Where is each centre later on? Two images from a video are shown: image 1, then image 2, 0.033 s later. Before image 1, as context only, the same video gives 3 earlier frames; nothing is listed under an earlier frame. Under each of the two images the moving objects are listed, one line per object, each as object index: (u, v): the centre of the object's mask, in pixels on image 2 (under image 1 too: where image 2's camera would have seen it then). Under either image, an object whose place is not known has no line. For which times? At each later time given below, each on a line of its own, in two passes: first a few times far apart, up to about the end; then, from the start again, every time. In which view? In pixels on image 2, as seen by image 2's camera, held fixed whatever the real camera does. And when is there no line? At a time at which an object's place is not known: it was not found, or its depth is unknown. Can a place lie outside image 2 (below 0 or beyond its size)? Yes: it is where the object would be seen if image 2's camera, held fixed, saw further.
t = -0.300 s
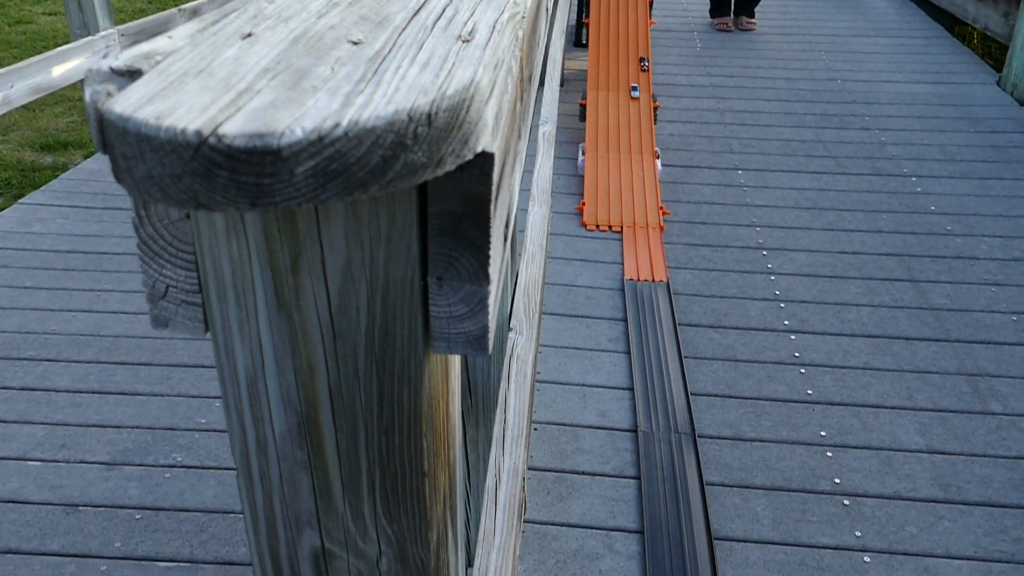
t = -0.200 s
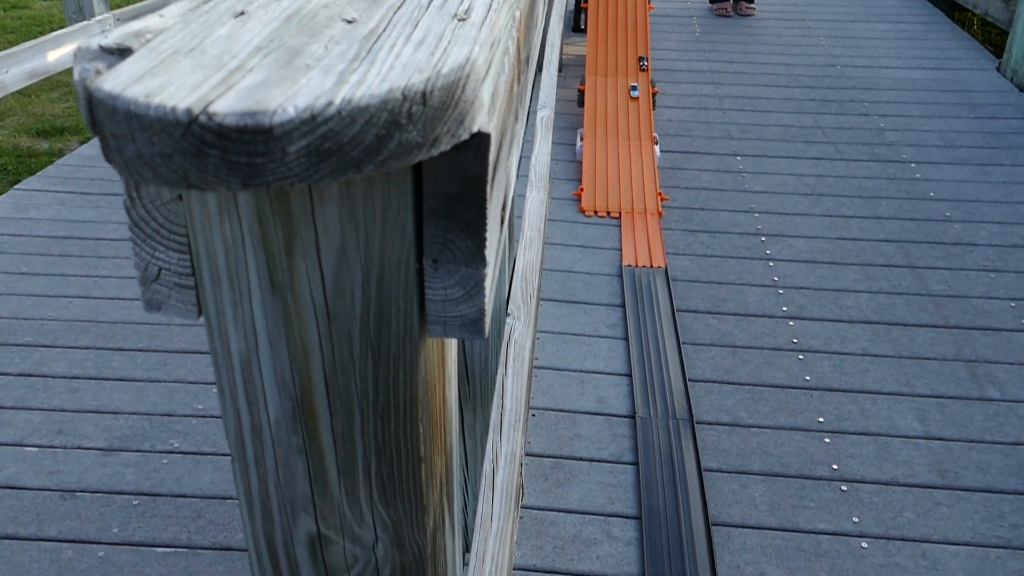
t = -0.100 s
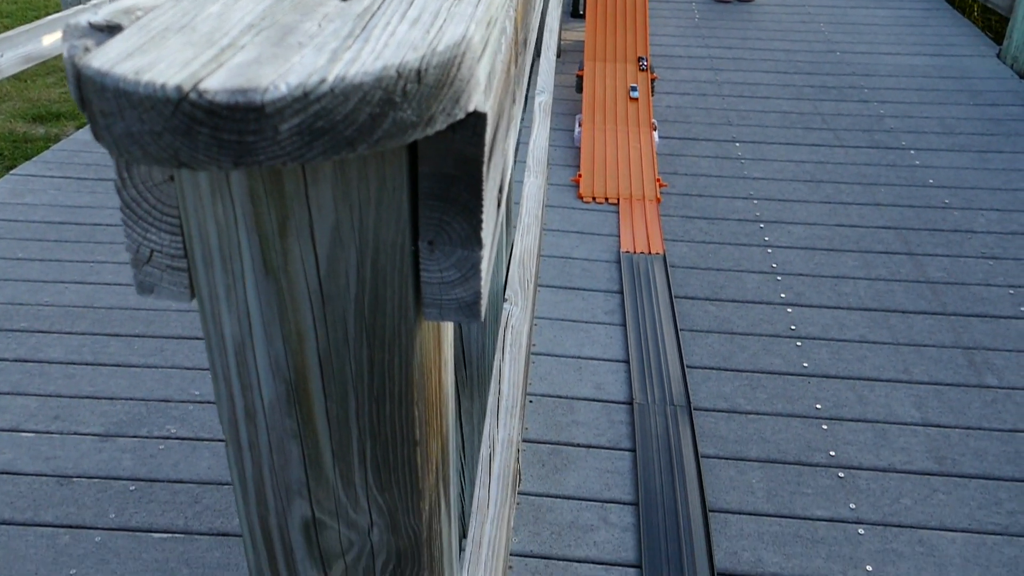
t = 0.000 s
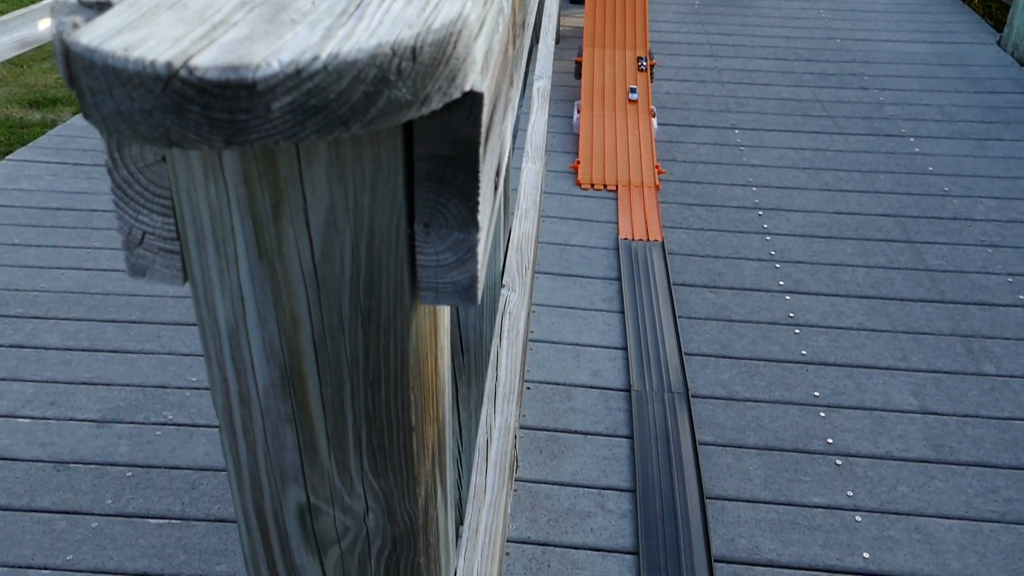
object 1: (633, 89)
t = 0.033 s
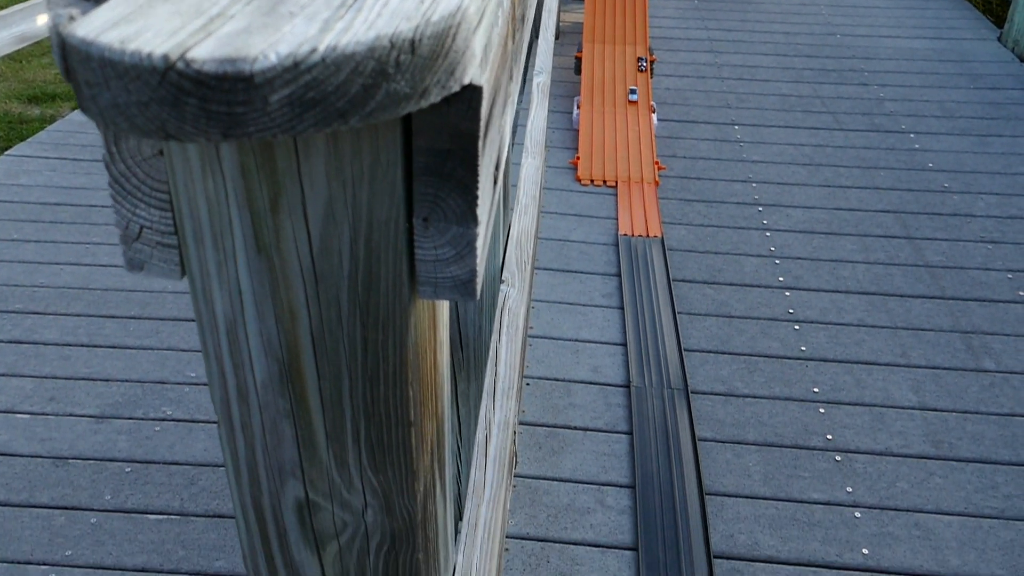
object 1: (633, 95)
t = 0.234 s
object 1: (633, 126)
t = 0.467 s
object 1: (636, 164)
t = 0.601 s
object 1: (637, 188)
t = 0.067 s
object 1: (633, 100)
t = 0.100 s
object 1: (633, 105)
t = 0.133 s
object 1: (633, 110)
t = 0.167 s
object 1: (632, 115)
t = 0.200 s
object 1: (633, 121)
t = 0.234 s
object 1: (633, 126)
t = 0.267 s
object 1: (633, 131)
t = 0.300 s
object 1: (634, 136)
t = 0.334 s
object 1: (634, 142)
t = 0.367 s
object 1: (634, 147)
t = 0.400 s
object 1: (635, 153)
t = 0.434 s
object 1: (635, 158)
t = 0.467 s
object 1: (636, 164)
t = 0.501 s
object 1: (636, 170)
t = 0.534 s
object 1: (637, 176)
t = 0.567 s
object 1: (637, 182)
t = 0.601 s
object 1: (637, 188)
